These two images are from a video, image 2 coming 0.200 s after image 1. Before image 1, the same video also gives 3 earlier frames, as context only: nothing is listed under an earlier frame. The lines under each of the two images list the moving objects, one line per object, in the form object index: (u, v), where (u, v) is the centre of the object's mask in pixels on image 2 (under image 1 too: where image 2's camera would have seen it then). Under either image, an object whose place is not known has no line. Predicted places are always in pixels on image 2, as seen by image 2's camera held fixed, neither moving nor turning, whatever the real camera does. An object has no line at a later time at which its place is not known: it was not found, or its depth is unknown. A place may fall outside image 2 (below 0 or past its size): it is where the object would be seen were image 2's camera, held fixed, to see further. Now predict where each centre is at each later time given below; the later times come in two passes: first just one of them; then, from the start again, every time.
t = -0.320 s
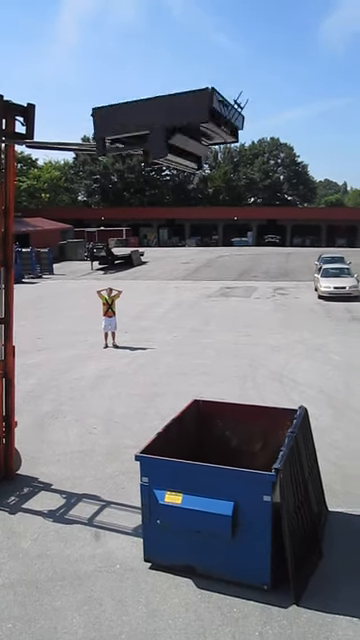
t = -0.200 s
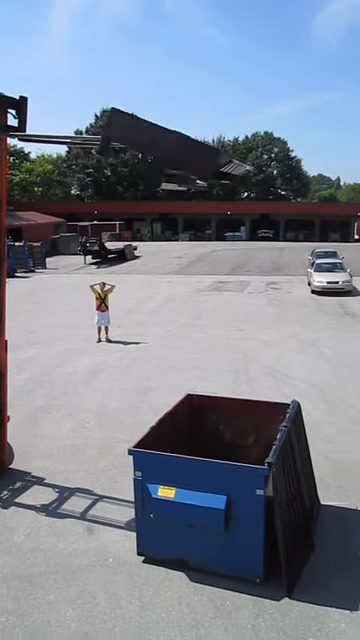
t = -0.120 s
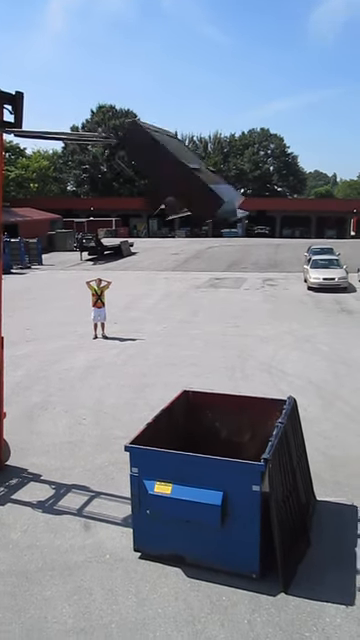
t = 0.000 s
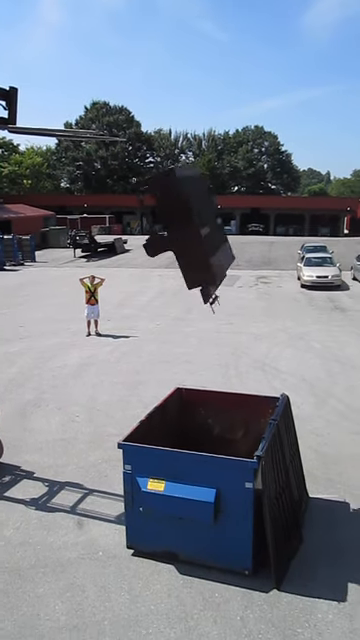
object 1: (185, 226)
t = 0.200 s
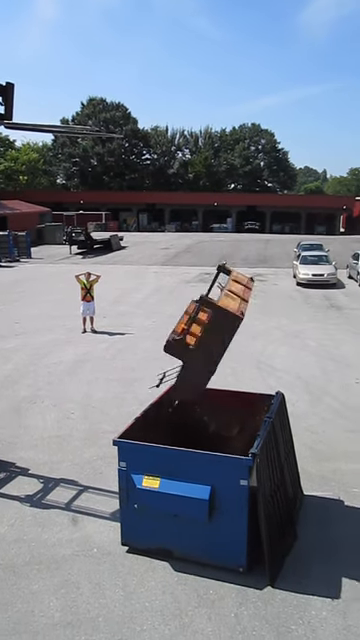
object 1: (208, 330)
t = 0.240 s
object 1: (218, 350)
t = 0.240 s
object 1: (218, 350)
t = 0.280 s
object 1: (228, 371)
